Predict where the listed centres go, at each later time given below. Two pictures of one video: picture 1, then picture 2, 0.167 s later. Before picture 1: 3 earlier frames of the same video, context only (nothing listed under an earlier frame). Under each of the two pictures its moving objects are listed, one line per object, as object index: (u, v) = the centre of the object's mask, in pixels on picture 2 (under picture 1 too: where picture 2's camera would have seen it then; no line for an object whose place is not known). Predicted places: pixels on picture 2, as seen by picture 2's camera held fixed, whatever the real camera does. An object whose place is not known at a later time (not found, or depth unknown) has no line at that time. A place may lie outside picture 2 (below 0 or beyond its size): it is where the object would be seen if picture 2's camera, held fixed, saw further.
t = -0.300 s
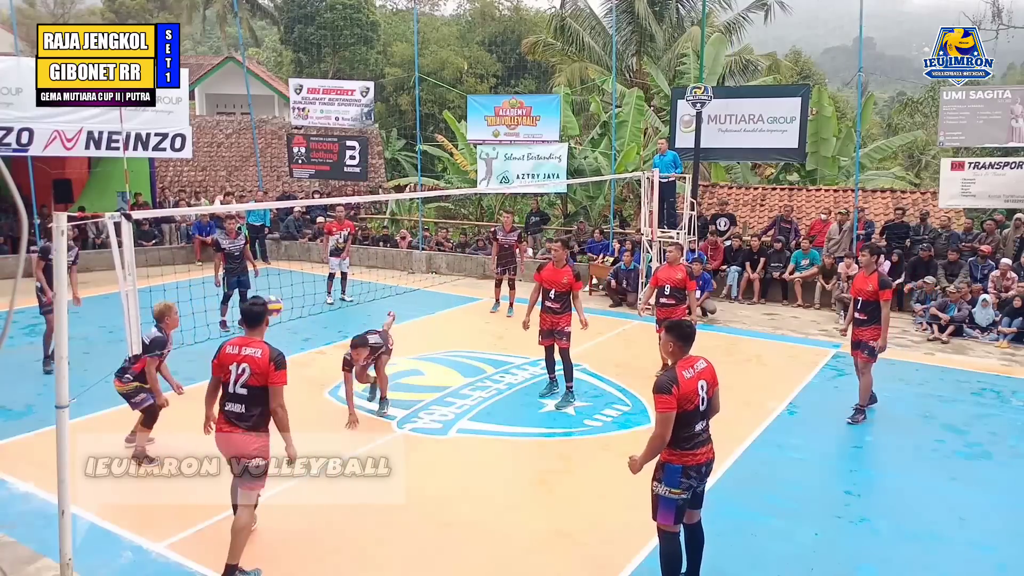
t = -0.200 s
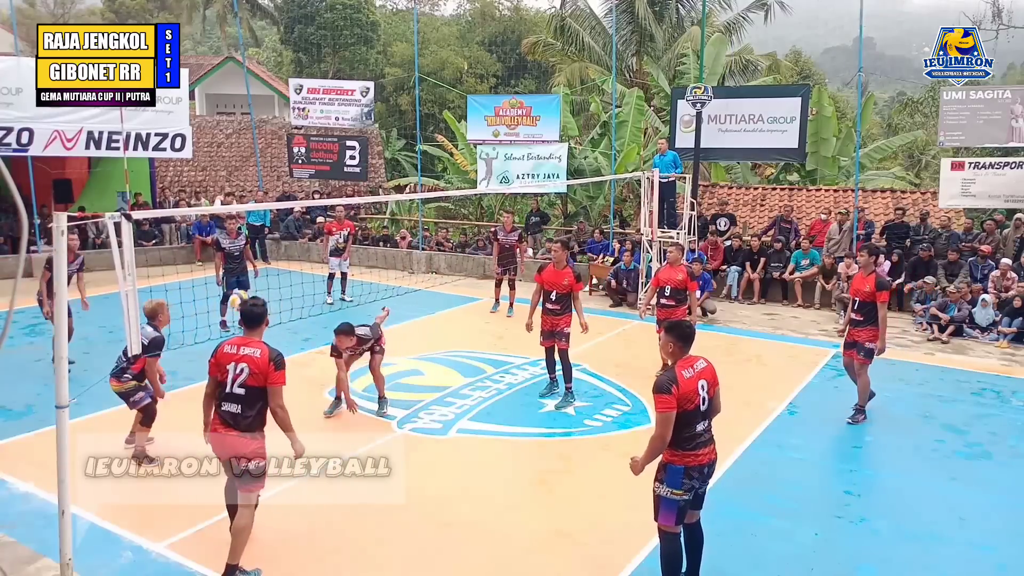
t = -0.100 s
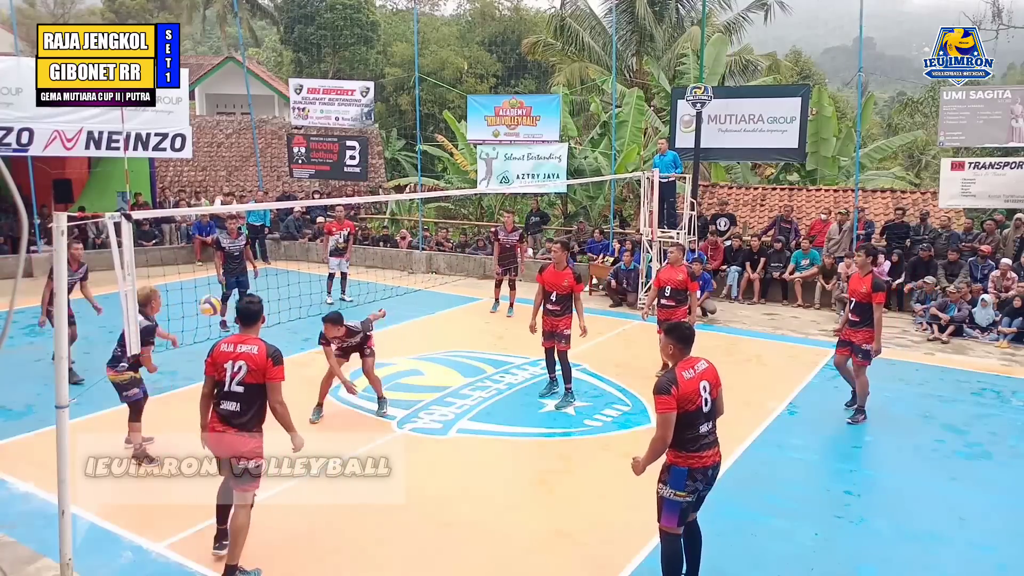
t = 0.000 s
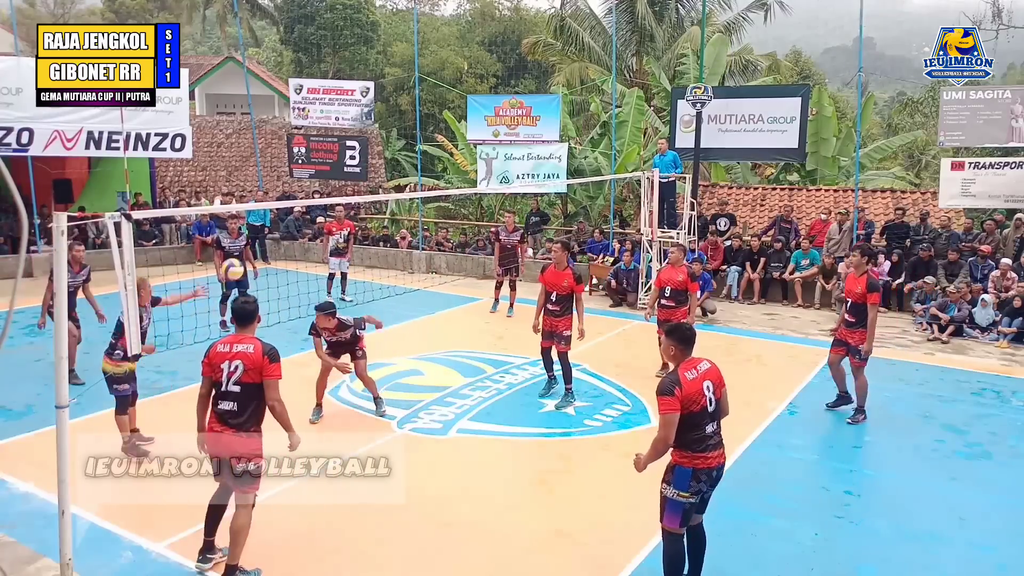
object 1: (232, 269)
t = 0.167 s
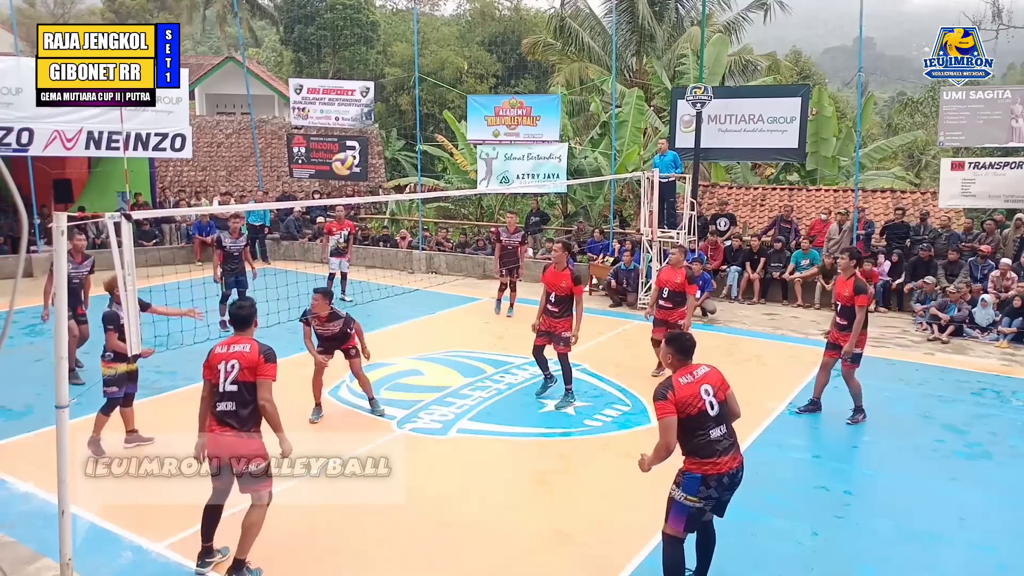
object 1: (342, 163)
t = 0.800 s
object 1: (792, 10)
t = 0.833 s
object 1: (816, 14)
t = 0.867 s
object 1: (839, 19)
